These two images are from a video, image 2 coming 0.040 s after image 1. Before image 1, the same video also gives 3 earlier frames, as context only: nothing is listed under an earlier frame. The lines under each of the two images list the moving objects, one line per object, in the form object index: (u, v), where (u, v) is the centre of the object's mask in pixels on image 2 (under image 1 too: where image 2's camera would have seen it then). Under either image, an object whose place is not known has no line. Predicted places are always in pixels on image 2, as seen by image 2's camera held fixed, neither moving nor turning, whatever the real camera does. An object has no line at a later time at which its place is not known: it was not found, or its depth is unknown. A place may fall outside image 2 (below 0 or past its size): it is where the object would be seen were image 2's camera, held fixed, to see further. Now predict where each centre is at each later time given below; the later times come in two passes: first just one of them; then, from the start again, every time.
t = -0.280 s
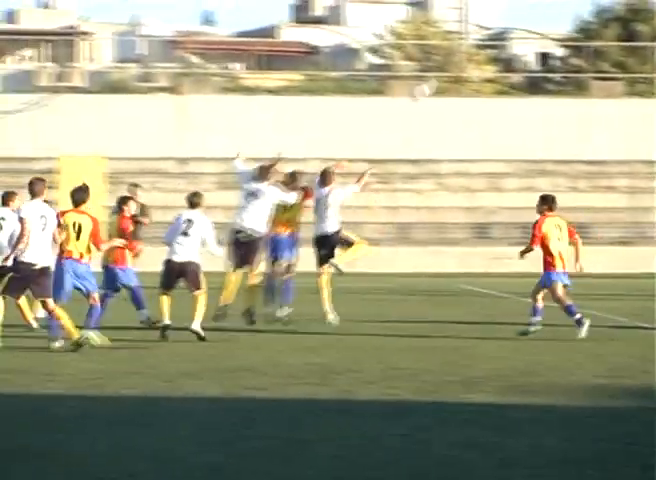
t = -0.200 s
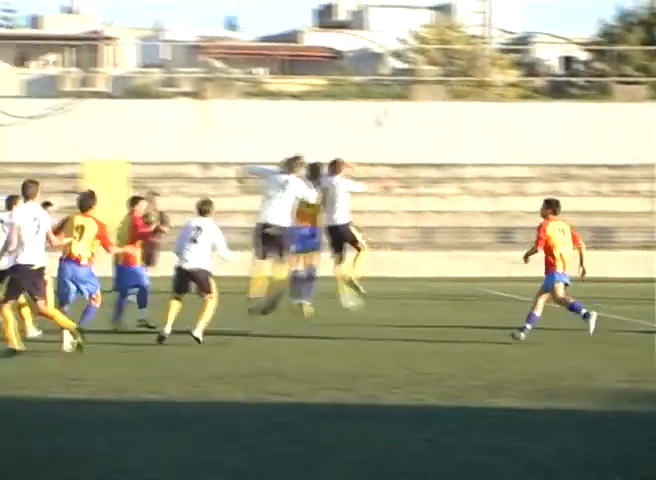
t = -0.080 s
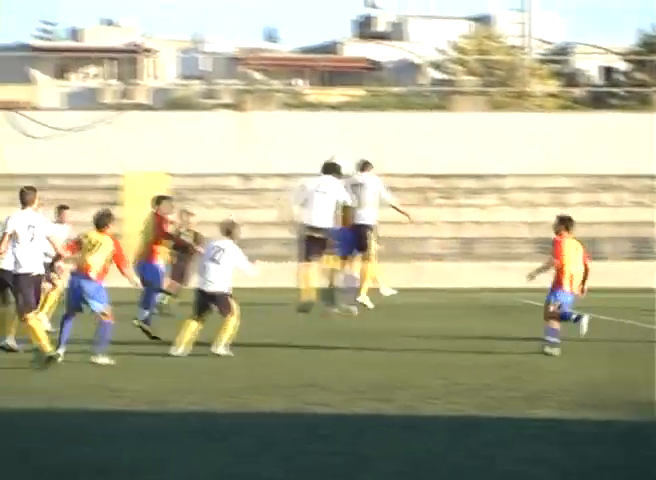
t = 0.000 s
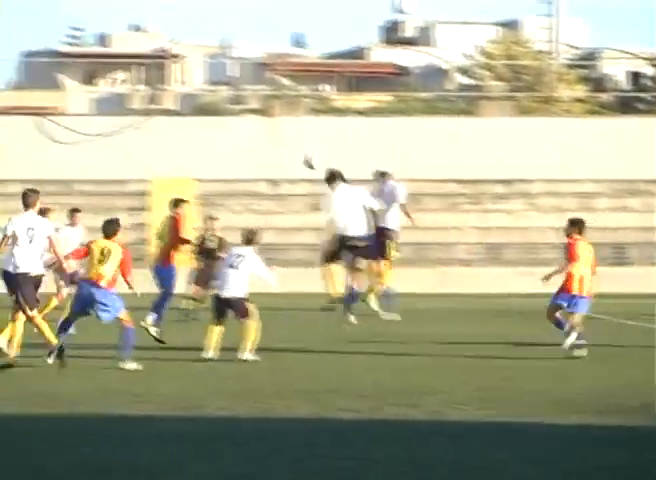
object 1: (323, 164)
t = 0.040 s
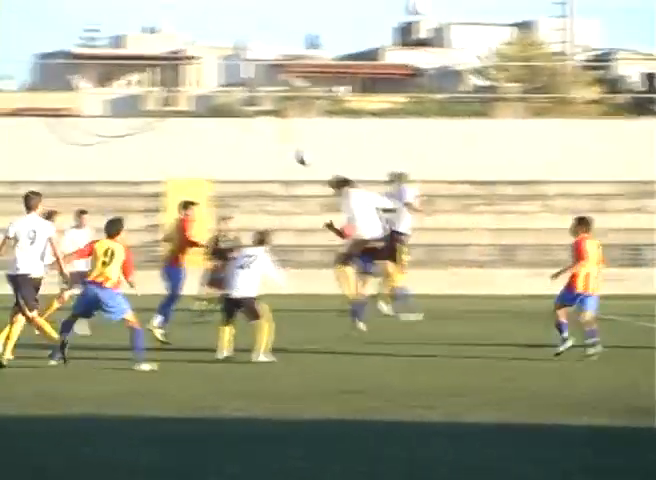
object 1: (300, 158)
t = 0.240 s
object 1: (195, 150)
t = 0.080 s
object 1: (279, 153)
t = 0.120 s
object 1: (257, 150)
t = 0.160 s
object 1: (236, 149)
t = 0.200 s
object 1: (215, 149)
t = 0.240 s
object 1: (195, 150)
